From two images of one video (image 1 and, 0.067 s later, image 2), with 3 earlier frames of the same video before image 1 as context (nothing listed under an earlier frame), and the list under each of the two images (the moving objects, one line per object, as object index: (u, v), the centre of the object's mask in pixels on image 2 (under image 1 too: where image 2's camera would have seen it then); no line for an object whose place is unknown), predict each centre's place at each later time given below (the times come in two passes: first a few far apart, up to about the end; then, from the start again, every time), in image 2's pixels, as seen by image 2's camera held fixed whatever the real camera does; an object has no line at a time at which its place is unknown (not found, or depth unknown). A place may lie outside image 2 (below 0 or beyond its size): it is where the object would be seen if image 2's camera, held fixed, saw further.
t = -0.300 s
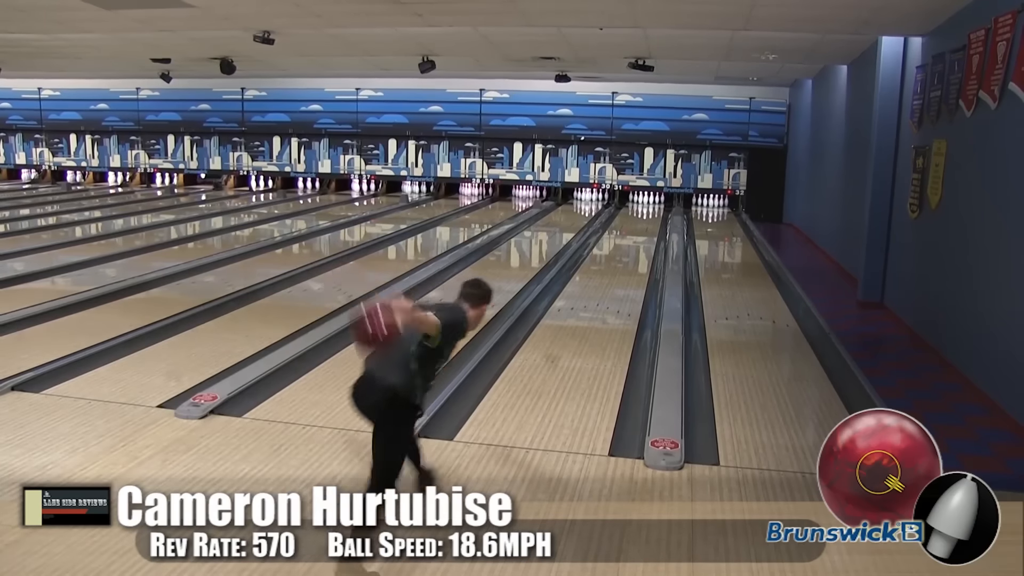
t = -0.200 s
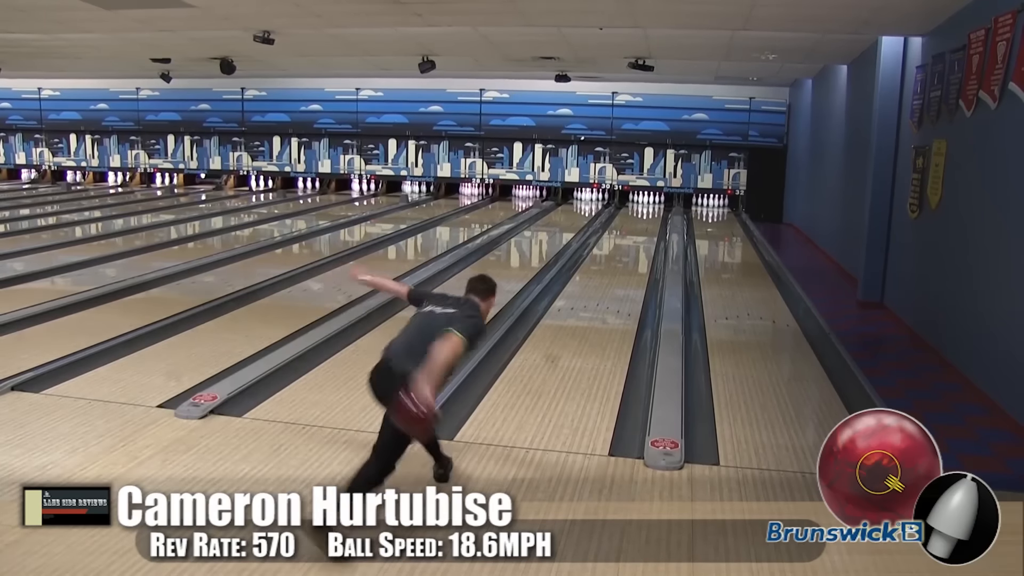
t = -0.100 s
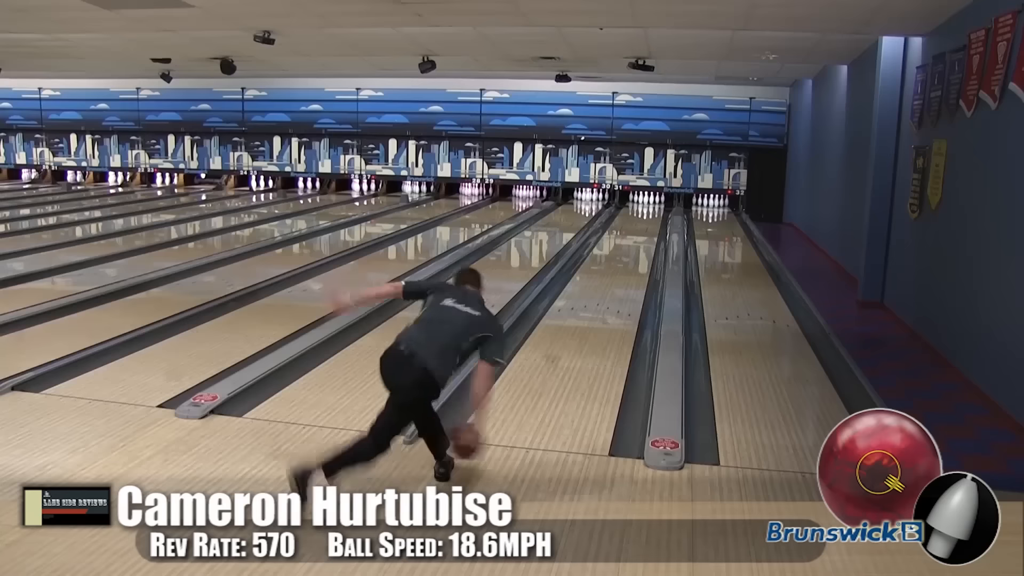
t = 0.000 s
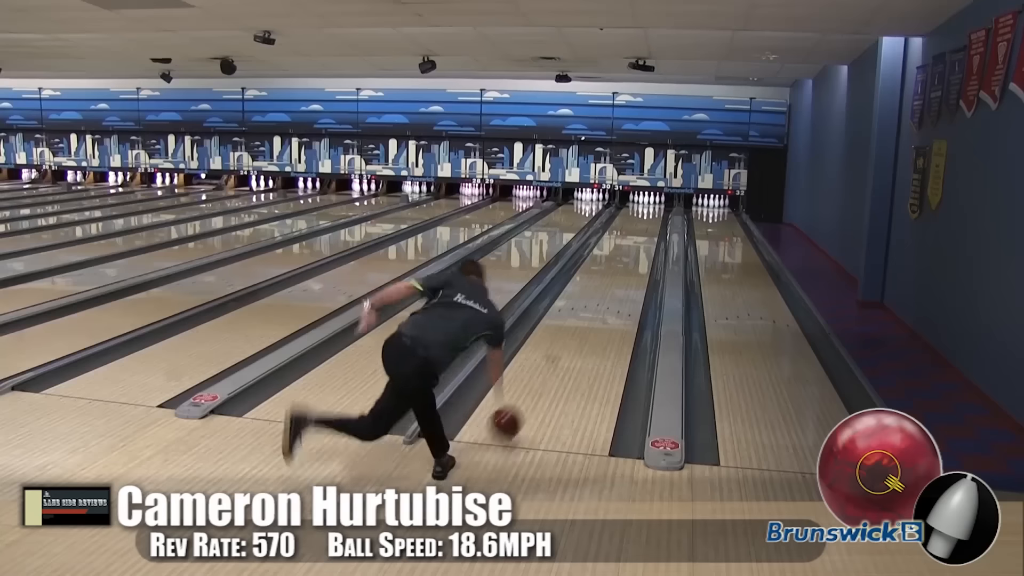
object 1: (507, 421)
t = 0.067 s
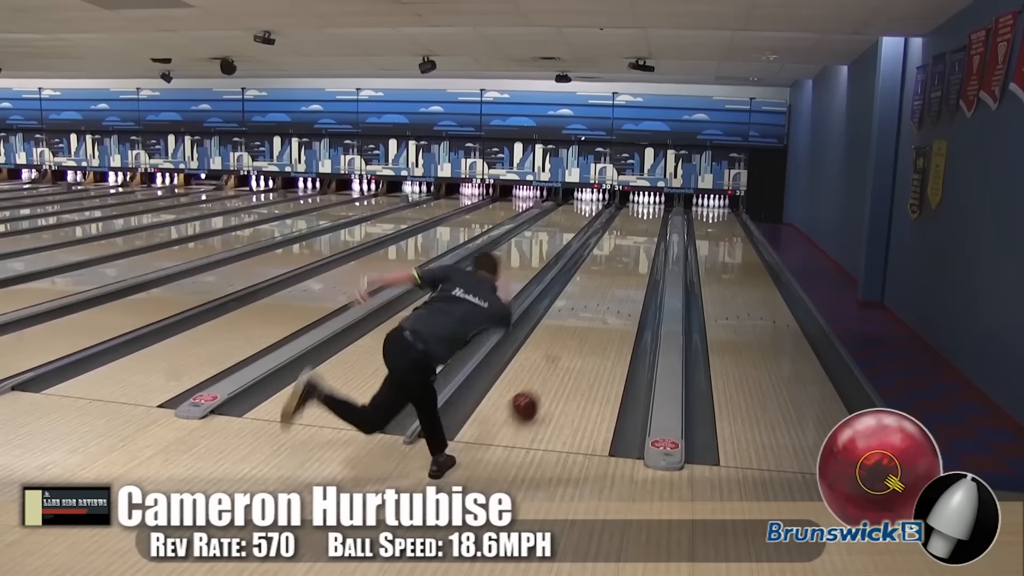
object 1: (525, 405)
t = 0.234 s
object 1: (560, 360)
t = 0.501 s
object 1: (597, 310)
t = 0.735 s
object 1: (617, 282)
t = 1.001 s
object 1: (633, 258)
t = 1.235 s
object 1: (642, 243)
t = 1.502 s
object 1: (650, 230)
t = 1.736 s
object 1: (654, 220)
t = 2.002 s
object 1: (655, 213)
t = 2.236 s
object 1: (653, 206)
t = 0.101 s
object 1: (533, 395)
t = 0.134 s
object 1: (541, 385)
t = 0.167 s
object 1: (548, 377)
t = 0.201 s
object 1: (554, 368)
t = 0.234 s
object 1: (560, 360)
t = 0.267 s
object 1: (566, 352)
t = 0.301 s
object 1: (571, 345)
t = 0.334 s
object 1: (576, 338)
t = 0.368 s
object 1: (581, 332)
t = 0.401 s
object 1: (585, 326)
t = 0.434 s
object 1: (589, 321)
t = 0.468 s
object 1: (593, 315)
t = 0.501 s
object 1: (597, 310)
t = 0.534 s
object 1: (600, 305)
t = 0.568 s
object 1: (603, 301)
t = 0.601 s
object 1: (606, 297)
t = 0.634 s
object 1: (609, 293)
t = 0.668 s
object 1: (612, 289)
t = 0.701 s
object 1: (615, 285)
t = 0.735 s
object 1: (617, 282)
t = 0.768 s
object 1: (619, 278)
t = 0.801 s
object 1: (622, 275)
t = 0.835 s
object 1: (624, 272)
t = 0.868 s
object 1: (625, 269)
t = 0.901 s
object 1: (627, 266)
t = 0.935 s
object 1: (629, 264)
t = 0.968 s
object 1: (631, 261)
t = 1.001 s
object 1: (633, 258)
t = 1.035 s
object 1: (634, 256)
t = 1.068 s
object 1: (636, 254)
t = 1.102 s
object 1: (637, 252)
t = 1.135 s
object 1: (639, 249)
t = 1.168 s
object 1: (640, 247)
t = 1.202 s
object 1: (641, 245)
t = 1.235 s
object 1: (642, 243)
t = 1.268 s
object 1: (643, 241)
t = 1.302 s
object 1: (645, 240)
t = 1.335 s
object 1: (646, 238)
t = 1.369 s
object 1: (646, 236)
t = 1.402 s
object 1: (647, 235)
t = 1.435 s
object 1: (648, 233)
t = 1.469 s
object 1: (649, 232)
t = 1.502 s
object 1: (650, 230)
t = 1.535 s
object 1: (651, 229)
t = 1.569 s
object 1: (651, 227)
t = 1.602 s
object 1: (652, 225)
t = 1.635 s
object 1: (652, 224)
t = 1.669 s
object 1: (653, 223)
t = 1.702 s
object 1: (654, 222)
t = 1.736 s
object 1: (654, 220)
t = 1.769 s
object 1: (654, 219)
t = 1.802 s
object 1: (655, 218)
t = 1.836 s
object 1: (655, 217)
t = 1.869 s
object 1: (655, 216)
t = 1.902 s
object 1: (655, 215)
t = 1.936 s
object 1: (655, 214)
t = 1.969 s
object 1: (655, 213)
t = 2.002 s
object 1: (655, 213)
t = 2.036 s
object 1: (655, 212)
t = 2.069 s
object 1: (655, 211)
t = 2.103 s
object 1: (654, 210)
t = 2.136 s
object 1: (654, 209)
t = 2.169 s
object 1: (654, 208)
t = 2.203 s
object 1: (653, 207)
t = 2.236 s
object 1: (653, 206)
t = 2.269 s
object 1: (652, 205)
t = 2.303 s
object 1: (652, 205)
